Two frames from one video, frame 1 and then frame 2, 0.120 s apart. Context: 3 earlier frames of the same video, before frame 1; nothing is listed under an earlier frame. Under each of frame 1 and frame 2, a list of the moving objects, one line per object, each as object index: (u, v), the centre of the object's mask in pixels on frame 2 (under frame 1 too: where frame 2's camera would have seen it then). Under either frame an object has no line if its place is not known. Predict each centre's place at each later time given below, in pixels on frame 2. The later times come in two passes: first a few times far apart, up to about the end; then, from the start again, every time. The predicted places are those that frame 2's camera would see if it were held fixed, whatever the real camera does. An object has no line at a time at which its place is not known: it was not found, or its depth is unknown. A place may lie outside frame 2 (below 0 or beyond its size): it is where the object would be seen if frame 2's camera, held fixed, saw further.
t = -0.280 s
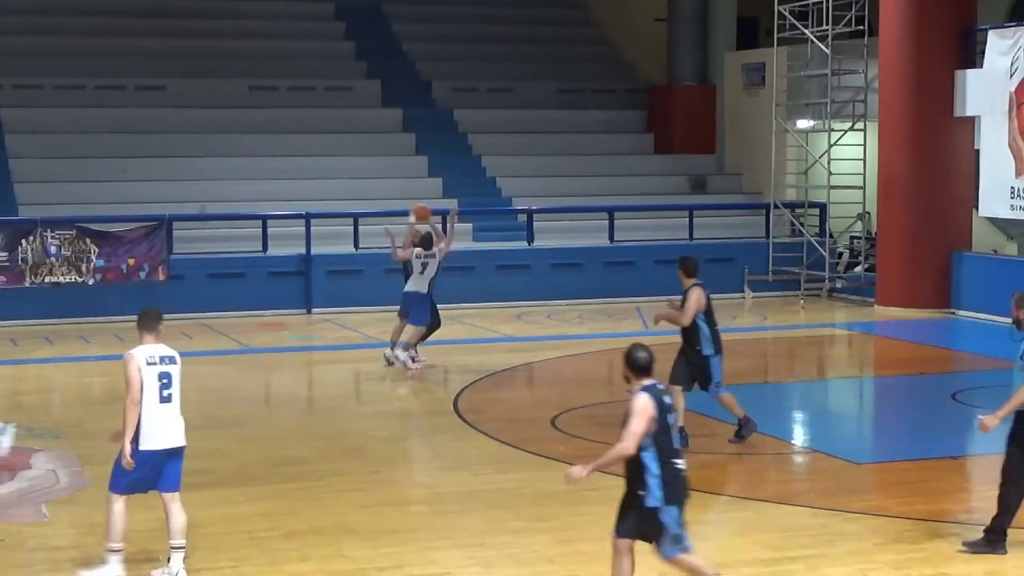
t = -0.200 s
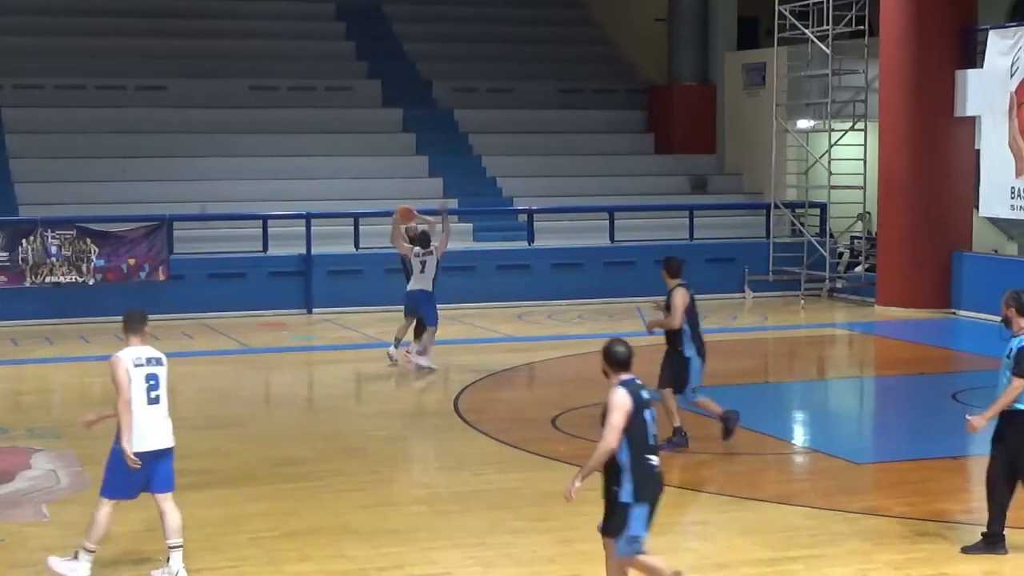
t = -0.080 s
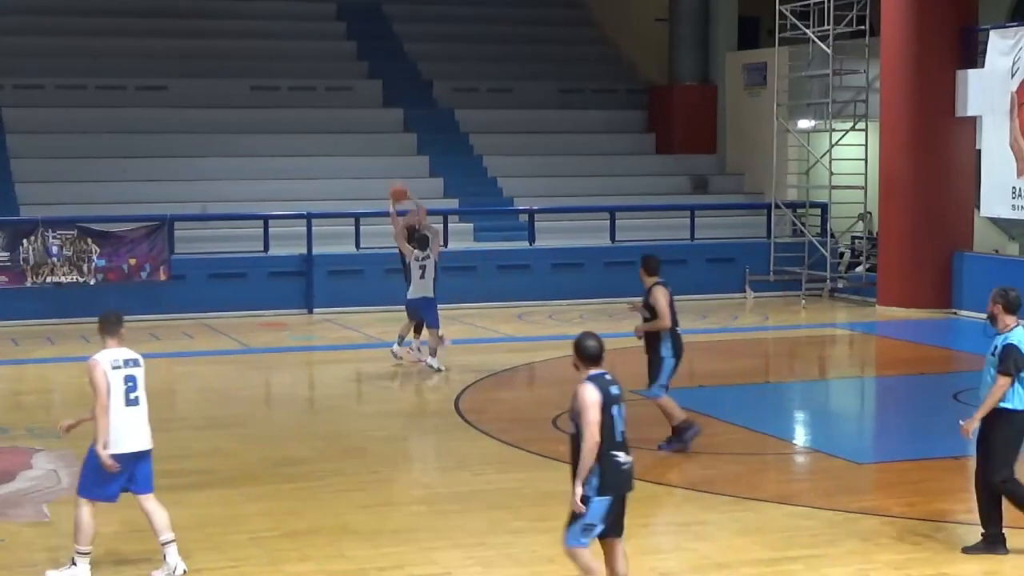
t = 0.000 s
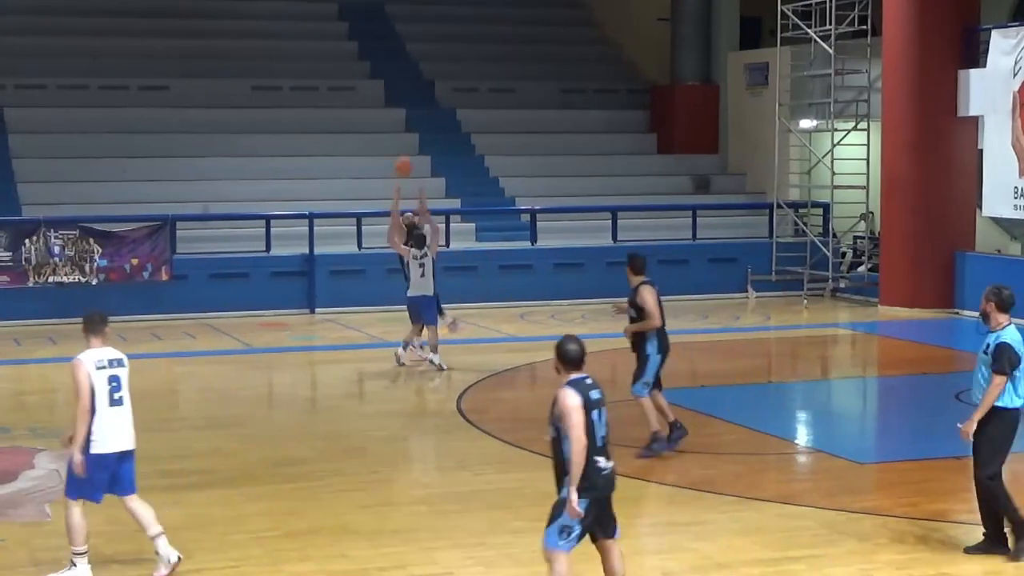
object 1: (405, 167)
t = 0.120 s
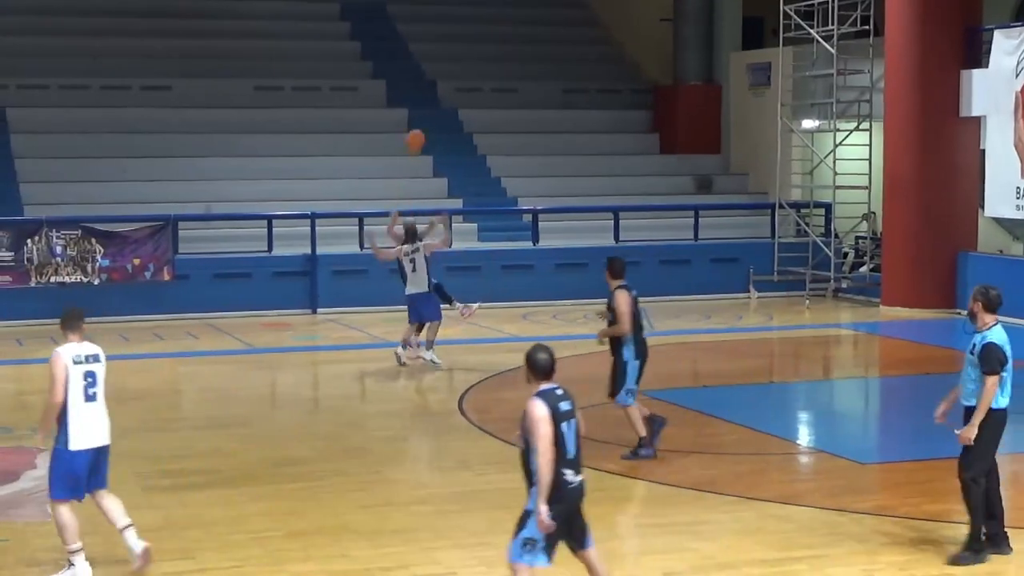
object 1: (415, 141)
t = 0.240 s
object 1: (426, 123)
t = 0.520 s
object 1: (457, 130)
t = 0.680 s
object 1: (475, 170)
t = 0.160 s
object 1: (419, 133)
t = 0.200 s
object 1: (422, 127)
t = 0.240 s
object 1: (426, 123)
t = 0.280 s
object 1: (430, 120)
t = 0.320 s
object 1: (434, 118)
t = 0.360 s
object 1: (439, 117)
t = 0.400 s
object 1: (443, 118)
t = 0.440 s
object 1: (448, 121)
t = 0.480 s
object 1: (452, 124)
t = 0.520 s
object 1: (457, 130)
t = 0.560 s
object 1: (461, 137)
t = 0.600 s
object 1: (466, 146)
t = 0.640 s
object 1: (471, 157)
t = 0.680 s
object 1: (475, 170)
